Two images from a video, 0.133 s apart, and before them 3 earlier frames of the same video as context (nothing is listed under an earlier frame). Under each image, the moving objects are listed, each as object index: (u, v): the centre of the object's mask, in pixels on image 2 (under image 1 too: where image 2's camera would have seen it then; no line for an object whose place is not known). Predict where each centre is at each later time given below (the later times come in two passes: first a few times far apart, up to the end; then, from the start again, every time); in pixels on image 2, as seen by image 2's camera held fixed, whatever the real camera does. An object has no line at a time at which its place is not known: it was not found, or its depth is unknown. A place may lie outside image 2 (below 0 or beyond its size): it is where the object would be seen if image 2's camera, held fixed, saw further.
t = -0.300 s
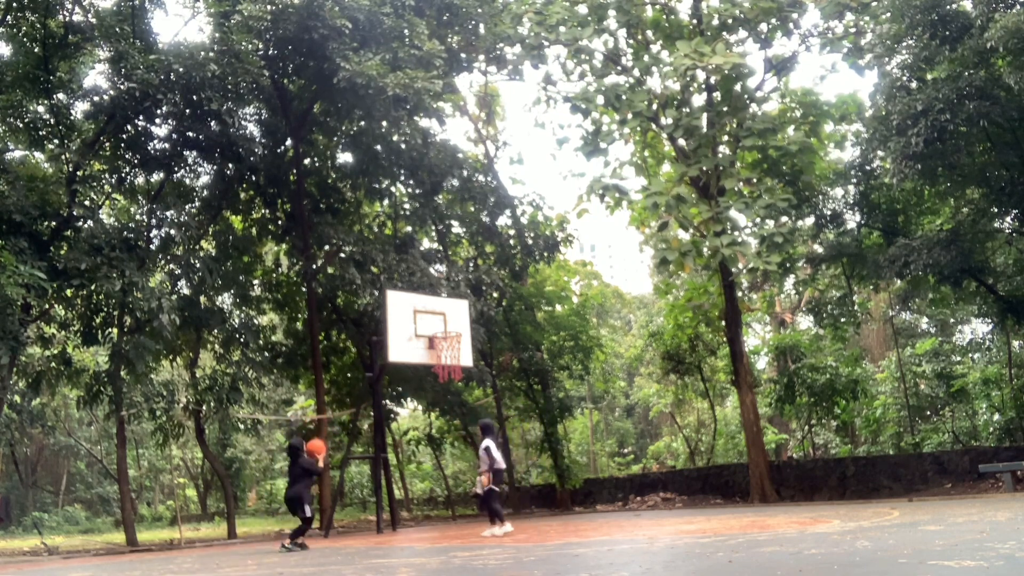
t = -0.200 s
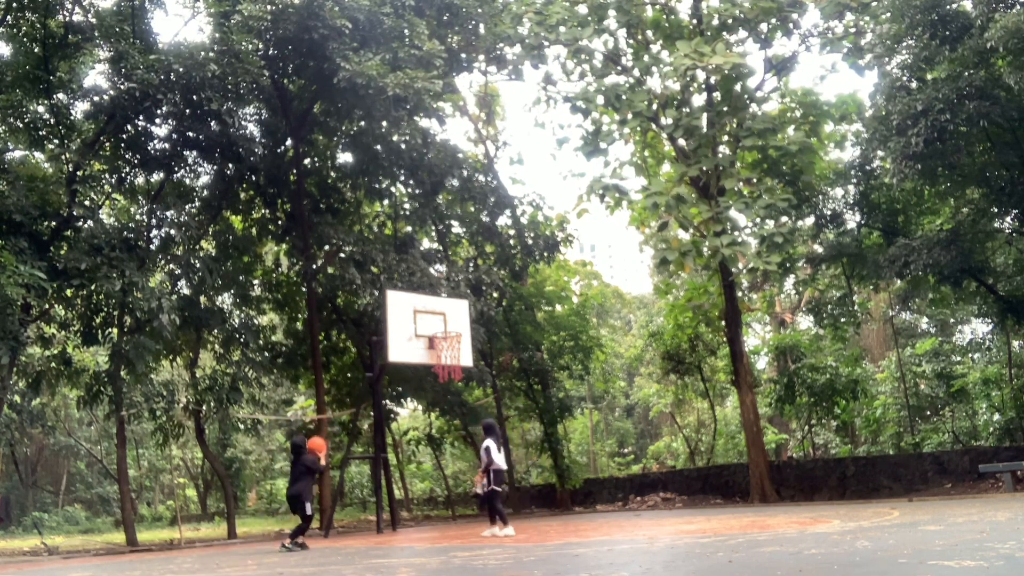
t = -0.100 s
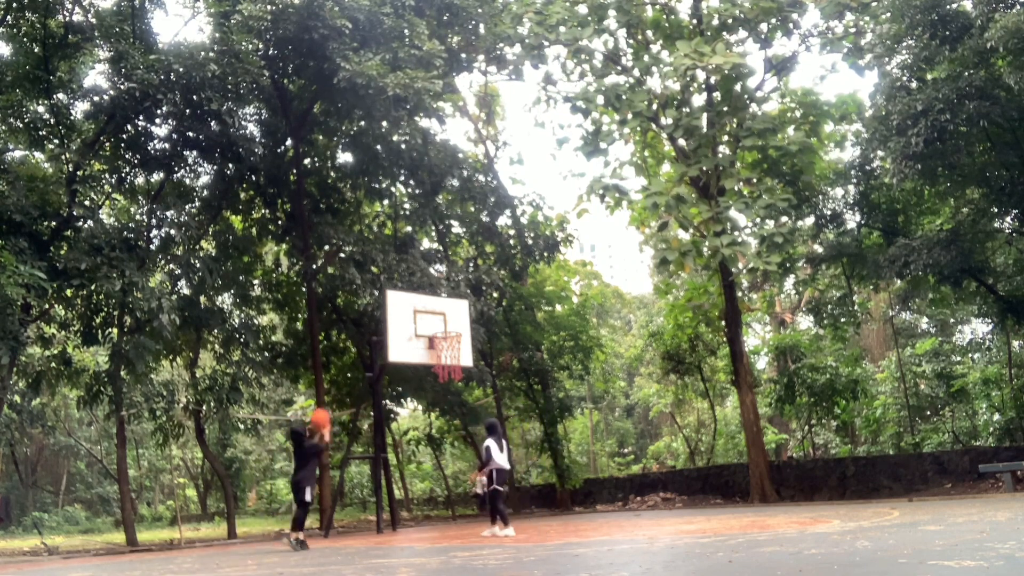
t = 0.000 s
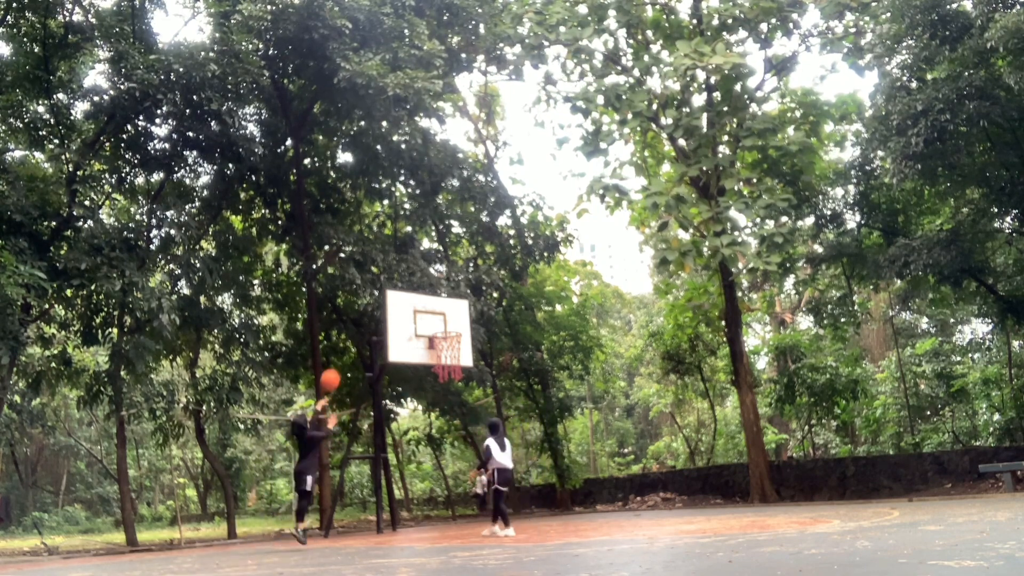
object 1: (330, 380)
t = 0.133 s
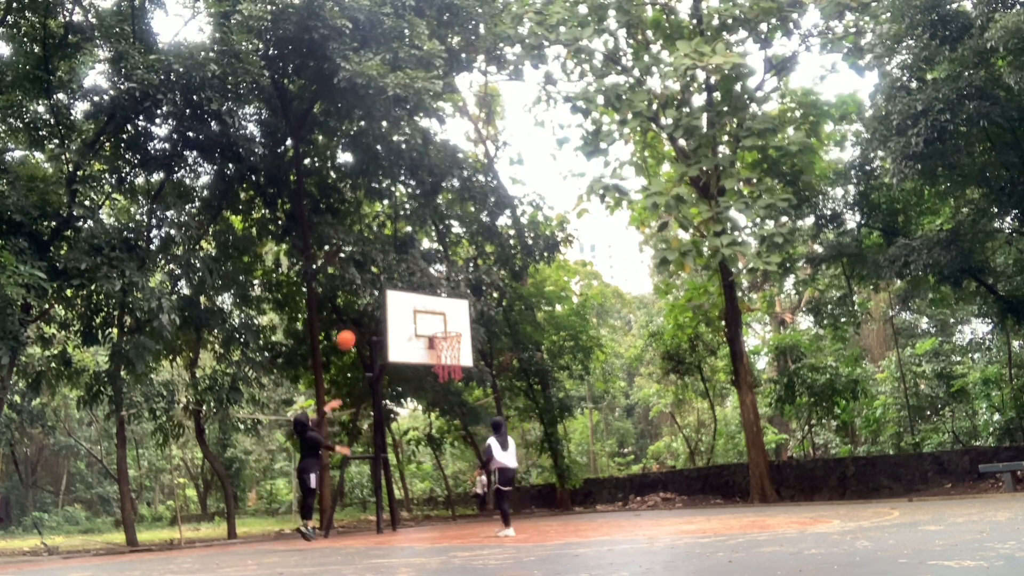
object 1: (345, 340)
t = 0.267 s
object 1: (360, 314)
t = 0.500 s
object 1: (383, 300)
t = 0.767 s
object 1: (411, 327)
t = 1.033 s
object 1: (436, 394)
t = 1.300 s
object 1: (462, 499)
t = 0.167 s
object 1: (349, 332)
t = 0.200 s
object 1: (353, 325)
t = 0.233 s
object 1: (357, 319)
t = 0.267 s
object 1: (360, 314)
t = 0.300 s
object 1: (364, 310)
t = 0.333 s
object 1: (368, 307)
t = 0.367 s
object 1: (371, 304)
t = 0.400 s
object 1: (375, 302)
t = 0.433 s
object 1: (377, 301)
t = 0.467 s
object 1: (380, 300)
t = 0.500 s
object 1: (383, 300)
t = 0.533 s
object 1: (387, 302)
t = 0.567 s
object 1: (391, 303)
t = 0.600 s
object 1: (394, 306)
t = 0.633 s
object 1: (398, 309)
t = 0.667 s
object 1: (401, 312)
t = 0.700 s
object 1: (404, 317)
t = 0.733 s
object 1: (408, 322)
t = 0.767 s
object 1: (411, 327)
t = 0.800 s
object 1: (414, 333)
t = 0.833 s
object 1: (417, 340)
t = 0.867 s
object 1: (421, 347)
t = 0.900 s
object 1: (424, 356)
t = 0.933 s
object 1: (427, 365)
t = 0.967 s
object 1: (430, 373)
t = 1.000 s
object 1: (433, 383)
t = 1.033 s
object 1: (436, 394)
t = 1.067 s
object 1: (440, 405)
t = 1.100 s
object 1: (443, 416)
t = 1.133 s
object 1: (446, 429)
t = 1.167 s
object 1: (450, 441)
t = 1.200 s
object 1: (453, 454)
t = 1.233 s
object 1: (456, 469)
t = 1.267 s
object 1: (460, 484)
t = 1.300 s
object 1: (462, 499)
